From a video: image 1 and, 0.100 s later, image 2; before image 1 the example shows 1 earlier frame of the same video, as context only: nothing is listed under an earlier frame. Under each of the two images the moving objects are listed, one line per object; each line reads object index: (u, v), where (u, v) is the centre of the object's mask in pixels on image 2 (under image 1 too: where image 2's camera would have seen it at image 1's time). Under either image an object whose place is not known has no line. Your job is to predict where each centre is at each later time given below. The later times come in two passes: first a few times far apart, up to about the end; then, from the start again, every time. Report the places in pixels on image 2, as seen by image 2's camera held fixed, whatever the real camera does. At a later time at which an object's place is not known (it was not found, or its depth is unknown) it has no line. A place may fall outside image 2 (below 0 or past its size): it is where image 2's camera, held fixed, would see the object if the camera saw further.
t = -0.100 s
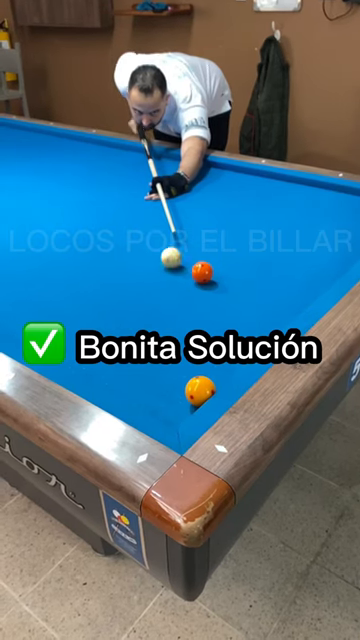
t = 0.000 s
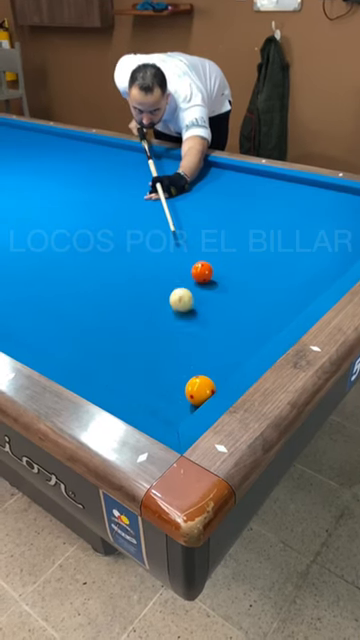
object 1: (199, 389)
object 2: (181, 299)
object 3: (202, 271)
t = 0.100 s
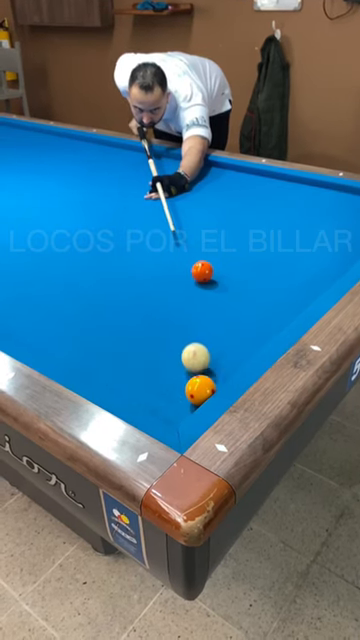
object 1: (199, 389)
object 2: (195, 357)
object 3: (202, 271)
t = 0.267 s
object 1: (134, 363)
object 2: (215, 374)
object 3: (202, 271)
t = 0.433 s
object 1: (119, 312)
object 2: (204, 365)
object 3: (202, 271)
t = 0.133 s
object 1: (194, 394)
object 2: (200, 369)
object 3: (202, 271)
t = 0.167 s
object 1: (162, 399)
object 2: (205, 372)
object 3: (202, 271)
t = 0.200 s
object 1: (143, 394)
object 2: (209, 373)
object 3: (202, 271)
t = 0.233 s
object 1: (137, 376)
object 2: (215, 375)
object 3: (202, 271)
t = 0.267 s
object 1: (134, 363)
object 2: (215, 374)
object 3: (202, 271)
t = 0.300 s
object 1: (131, 352)
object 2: (213, 372)
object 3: (202, 271)
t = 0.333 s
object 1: (127, 339)
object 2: (210, 369)
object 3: (202, 271)
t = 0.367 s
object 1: (124, 330)
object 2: (208, 368)
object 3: (202, 271)
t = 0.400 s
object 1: (122, 320)
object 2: (206, 366)
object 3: (202, 271)
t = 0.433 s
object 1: (119, 312)
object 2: (204, 365)
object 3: (202, 271)
